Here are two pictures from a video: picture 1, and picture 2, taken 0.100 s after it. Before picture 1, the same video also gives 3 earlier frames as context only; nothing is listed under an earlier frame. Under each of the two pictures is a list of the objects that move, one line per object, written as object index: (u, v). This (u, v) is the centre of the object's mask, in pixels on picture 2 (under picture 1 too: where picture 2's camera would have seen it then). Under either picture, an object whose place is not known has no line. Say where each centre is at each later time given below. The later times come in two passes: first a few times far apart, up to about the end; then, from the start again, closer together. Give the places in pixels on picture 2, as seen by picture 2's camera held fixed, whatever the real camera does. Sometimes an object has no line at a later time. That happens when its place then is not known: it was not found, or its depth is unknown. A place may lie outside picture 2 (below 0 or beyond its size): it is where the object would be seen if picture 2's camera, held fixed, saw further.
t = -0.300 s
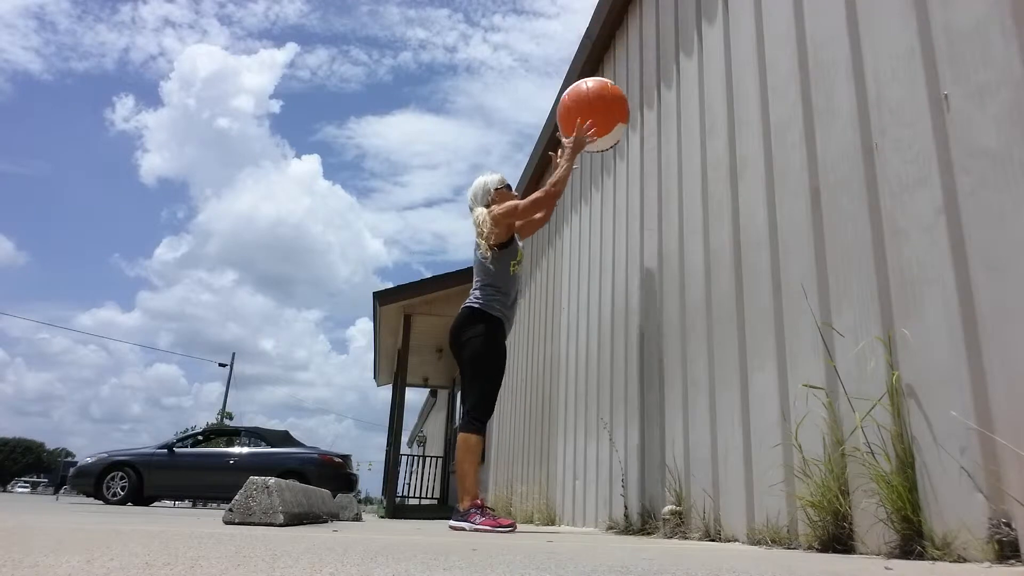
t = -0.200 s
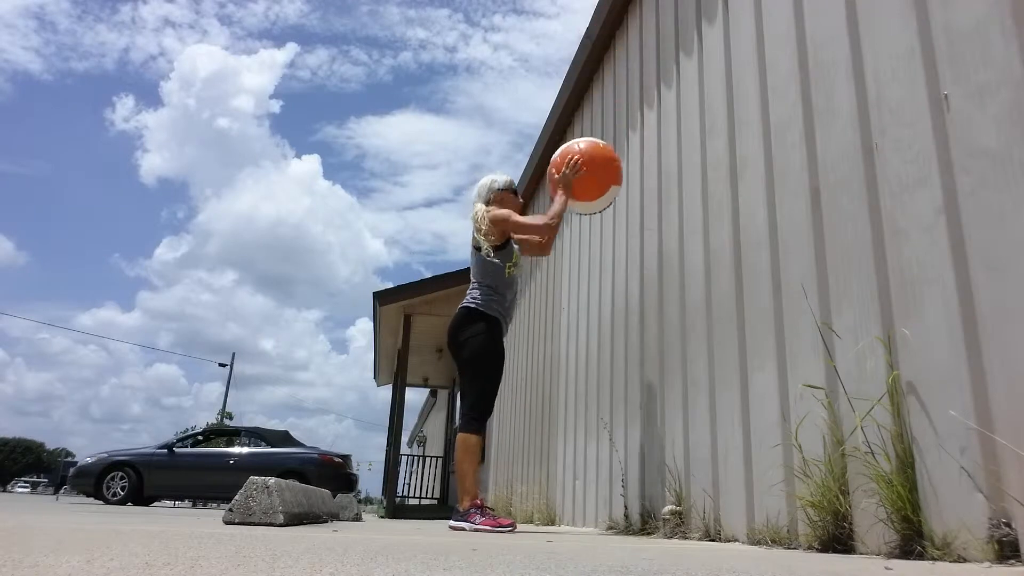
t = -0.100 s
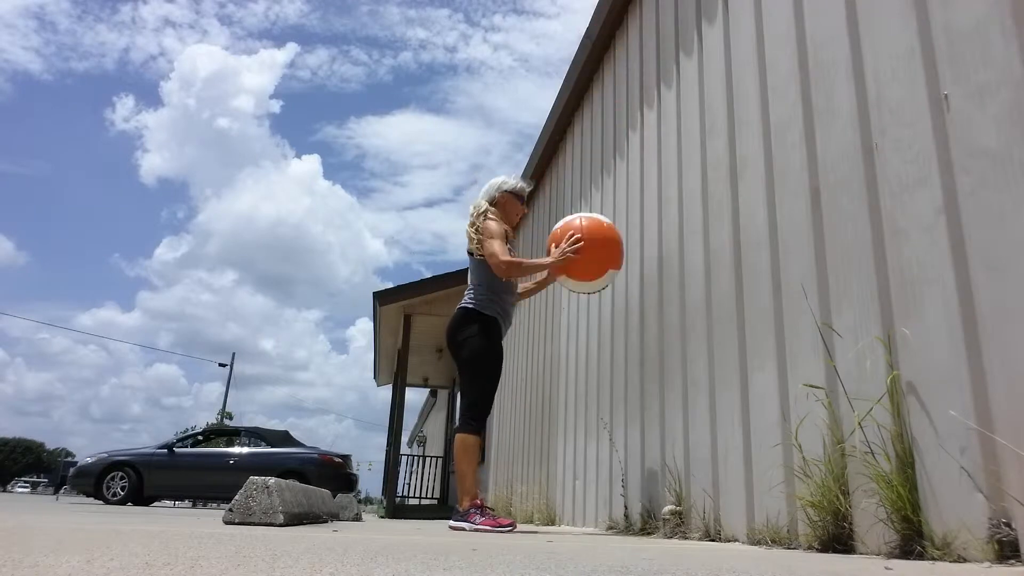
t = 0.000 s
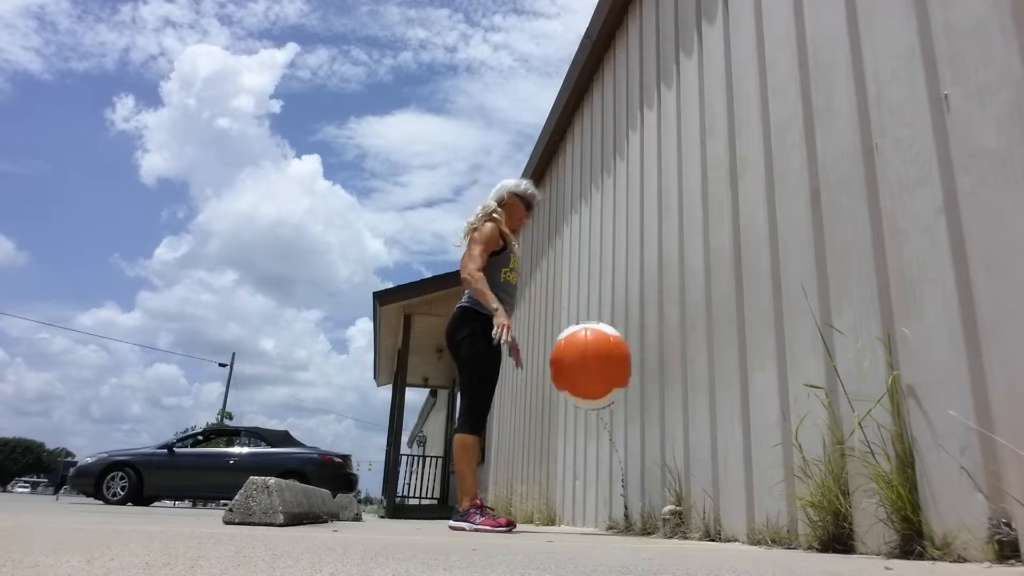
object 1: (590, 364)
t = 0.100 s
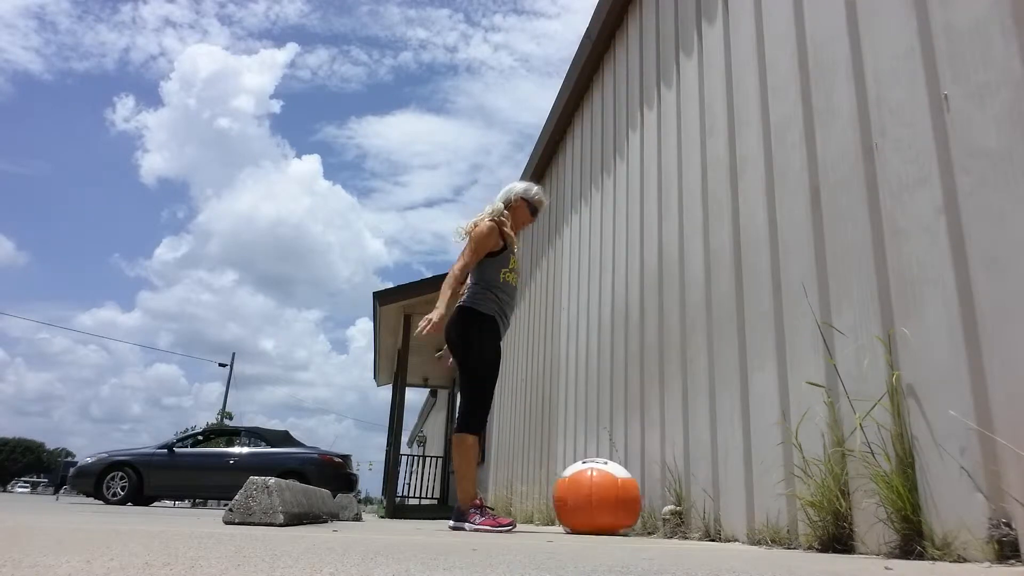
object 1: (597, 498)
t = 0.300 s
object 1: (602, 396)
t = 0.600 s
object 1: (608, 412)
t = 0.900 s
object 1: (609, 464)
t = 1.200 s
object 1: (603, 484)
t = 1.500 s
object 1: (595, 492)
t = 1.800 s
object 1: (594, 492)
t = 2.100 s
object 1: (596, 492)
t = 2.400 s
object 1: (596, 492)
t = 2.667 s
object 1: (596, 492)
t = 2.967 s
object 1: (596, 492)
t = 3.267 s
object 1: (596, 492)
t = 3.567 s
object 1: (596, 492)
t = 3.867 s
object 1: (596, 492)
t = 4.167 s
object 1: (596, 492)
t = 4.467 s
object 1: (596, 492)
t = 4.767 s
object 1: (596, 492)
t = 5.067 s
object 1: (596, 492)
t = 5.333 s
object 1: (596, 492)
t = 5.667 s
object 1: (596, 492)
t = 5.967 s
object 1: (596, 492)
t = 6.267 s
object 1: (596, 492)
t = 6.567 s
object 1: (596, 492)
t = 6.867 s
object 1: (596, 492)
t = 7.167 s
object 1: (596, 492)
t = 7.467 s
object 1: (596, 492)
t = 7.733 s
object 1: (596, 492)
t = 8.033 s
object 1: (596, 492)
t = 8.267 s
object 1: (596, 492)
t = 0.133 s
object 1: (598, 476)
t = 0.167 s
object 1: (599, 455)
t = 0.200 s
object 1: (599, 437)
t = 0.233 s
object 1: (600, 421)
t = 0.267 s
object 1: (601, 407)
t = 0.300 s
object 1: (602, 396)
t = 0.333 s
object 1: (603, 388)
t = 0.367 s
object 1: (603, 383)
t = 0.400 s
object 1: (604, 379)
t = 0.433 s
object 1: (605, 378)
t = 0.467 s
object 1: (605, 380)
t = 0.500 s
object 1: (606, 384)
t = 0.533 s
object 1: (607, 391)
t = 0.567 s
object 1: (607, 400)
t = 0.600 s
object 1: (608, 412)
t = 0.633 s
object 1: (608, 427)
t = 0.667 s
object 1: (609, 445)
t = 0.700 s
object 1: (610, 466)
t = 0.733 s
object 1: (610, 490)
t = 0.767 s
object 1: (610, 494)
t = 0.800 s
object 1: (610, 483)
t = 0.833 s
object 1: (610, 474)
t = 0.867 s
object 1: (609, 468)
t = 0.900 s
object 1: (609, 464)
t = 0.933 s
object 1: (608, 463)
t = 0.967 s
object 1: (608, 465)
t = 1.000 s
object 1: (608, 469)
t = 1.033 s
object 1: (607, 476)
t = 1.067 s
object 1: (606, 486)
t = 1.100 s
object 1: (606, 495)
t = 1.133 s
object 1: (605, 491)
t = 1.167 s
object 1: (604, 486)
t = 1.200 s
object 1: (603, 484)
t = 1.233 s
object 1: (602, 484)
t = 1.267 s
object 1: (601, 488)
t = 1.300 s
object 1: (600, 493)
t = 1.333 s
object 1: (599, 493)
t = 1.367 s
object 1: (598, 491)
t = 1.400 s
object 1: (597, 491)
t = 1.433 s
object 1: (596, 492)
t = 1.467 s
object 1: (595, 493)
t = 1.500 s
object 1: (595, 492)
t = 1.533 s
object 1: (594, 492)
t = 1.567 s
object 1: (594, 493)
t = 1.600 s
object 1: (593, 492)
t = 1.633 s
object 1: (593, 492)
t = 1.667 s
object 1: (593, 492)
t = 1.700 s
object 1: (593, 492)
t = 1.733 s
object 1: (593, 492)
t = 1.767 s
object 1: (594, 492)
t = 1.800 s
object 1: (594, 492)
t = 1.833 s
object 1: (594, 492)
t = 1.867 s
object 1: (595, 492)
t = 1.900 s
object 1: (595, 492)
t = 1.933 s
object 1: (596, 492)
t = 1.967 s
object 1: (596, 492)
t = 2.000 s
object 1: (596, 492)
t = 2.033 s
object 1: (596, 492)
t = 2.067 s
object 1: (596, 492)
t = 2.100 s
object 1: (596, 492)
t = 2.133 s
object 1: (596, 492)
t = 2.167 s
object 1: (596, 492)
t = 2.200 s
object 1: (596, 492)
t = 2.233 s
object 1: (596, 492)
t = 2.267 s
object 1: (596, 492)
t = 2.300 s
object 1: (595, 492)
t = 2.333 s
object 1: (595, 492)
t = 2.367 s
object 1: (596, 492)
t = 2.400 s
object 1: (596, 492)
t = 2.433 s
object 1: (596, 492)
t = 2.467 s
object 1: (596, 492)
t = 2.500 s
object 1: (596, 492)
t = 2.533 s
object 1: (596, 492)
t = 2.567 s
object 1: (596, 492)
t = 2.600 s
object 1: (596, 492)
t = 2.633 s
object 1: (596, 492)
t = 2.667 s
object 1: (596, 492)
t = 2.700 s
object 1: (596, 492)
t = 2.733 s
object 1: (596, 492)
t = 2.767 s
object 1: (596, 492)
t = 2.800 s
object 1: (596, 492)
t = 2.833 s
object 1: (596, 492)
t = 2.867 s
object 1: (596, 492)
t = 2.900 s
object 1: (596, 492)
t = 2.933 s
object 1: (596, 492)
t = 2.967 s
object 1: (596, 492)
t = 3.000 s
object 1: (596, 492)
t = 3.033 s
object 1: (596, 492)
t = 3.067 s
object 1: (596, 492)
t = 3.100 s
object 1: (596, 492)
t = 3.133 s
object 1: (596, 492)
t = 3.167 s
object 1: (596, 492)
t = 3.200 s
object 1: (596, 492)
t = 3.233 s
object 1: (596, 492)
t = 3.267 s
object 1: (596, 492)
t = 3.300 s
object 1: (596, 492)
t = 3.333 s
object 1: (596, 492)
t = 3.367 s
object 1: (596, 492)
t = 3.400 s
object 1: (596, 492)
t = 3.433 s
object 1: (596, 492)
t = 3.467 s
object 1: (596, 492)
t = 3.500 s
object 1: (596, 492)
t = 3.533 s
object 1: (596, 492)
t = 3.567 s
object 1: (596, 492)
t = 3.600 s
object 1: (596, 492)
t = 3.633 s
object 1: (596, 492)
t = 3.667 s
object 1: (596, 492)
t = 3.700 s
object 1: (596, 492)
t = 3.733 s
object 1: (596, 492)
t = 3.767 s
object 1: (596, 492)
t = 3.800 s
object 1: (596, 492)
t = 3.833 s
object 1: (596, 492)
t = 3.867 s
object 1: (596, 492)
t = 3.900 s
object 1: (596, 492)
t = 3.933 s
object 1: (596, 492)
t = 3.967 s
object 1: (596, 492)
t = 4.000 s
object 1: (596, 492)
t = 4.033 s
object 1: (596, 492)
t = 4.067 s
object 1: (596, 492)
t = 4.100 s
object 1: (596, 492)
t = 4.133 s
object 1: (596, 492)
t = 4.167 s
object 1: (596, 492)
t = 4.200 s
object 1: (596, 492)
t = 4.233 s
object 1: (596, 492)
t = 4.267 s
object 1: (596, 492)
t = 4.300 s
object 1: (596, 492)
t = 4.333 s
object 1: (596, 492)
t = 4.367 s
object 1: (596, 492)
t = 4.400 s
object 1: (596, 492)
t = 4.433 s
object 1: (596, 492)
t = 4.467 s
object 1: (596, 492)
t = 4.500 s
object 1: (596, 492)
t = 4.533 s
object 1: (596, 492)
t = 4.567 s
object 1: (596, 492)
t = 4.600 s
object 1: (596, 492)
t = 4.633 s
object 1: (596, 492)
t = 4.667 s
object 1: (596, 492)
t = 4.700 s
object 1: (596, 492)
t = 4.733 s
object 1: (596, 492)
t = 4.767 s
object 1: (596, 492)
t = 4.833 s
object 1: (596, 492)
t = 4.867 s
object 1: (596, 492)
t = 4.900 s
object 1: (596, 492)
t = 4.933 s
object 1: (596, 492)
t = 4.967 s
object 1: (596, 492)
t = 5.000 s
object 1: (596, 492)
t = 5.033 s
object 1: (596, 492)
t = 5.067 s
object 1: (596, 492)
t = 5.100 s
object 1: (596, 492)
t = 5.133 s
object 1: (596, 492)
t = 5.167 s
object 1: (596, 492)
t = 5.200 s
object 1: (596, 492)
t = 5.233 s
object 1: (596, 492)
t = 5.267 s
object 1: (596, 492)
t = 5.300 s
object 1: (596, 492)
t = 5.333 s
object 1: (596, 492)
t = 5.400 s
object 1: (596, 492)
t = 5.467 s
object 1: (596, 492)
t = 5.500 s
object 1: (596, 492)
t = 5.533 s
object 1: (596, 492)
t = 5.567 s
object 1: (596, 492)
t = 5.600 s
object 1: (596, 492)
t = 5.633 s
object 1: (596, 492)
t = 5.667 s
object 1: (596, 492)
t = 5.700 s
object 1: (596, 492)
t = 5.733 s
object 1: (596, 492)
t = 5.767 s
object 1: (596, 492)
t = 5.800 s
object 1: (596, 492)
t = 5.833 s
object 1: (596, 492)
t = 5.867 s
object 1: (596, 492)
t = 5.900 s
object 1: (596, 492)
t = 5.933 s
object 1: (596, 492)
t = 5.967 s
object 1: (596, 492)
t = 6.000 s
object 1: (596, 492)
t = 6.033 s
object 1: (596, 492)
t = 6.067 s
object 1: (596, 492)
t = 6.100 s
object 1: (596, 492)
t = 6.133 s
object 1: (596, 492)
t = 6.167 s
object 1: (596, 492)
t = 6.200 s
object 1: (596, 492)
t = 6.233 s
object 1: (596, 492)
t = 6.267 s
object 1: (596, 492)
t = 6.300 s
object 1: (596, 492)
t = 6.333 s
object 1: (596, 492)
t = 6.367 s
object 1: (596, 492)
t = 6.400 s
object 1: (596, 492)
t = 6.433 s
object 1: (596, 492)
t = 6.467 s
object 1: (596, 492)
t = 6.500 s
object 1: (596, 492)
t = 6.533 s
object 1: (596, 492)
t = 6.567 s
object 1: (596, 492)
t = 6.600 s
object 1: (596, 492)
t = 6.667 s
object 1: (596, 492)
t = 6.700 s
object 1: (596, 492)
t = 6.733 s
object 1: (596, 492)
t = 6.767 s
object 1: (596, 492)
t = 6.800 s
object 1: (596, 492)
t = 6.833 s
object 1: (596, 492)
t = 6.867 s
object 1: (596, 492)
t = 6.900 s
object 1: (596, 492)
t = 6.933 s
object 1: (596, 492)
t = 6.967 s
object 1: (596, 492)
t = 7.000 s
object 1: (596, 492)
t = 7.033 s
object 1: (596, 492)
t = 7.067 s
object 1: (596, 492)
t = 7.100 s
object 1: (596, 492)
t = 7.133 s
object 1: (596, 492)
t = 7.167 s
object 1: (596, 492)
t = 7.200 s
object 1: (596, 492)
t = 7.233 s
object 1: (596, 492)
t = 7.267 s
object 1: (596, 492)
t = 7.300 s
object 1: (596, 492)
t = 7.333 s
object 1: (596, 492)
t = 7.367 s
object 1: (596, 492)
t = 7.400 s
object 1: (596, 492)
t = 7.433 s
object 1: (596, 492)
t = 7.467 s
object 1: (596, 492)
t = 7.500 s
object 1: (596, 492)
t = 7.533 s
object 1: (596, 492)
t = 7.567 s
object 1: (596, 492)
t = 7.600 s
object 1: (596, 492)
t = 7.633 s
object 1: (596, 492)
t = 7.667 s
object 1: (596, 492)
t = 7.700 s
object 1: (596, 492)
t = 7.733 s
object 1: (596, 492)
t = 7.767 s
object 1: (596, 492)
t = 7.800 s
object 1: (596, 492)
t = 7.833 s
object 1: (596, 492)
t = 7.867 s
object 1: (596, 492)
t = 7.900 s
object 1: (596, 492)
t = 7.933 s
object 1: (596, 492)
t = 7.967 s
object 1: (596, 492)
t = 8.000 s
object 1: (596, 492)
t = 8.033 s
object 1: (596, 492)
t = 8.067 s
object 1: (596, 492)
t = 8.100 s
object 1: (596, 492)
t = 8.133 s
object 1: (596, 492)
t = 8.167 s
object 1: (596, 492)
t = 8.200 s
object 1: (596, 492)
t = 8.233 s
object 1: (596, 492)
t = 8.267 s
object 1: (596, 492)
